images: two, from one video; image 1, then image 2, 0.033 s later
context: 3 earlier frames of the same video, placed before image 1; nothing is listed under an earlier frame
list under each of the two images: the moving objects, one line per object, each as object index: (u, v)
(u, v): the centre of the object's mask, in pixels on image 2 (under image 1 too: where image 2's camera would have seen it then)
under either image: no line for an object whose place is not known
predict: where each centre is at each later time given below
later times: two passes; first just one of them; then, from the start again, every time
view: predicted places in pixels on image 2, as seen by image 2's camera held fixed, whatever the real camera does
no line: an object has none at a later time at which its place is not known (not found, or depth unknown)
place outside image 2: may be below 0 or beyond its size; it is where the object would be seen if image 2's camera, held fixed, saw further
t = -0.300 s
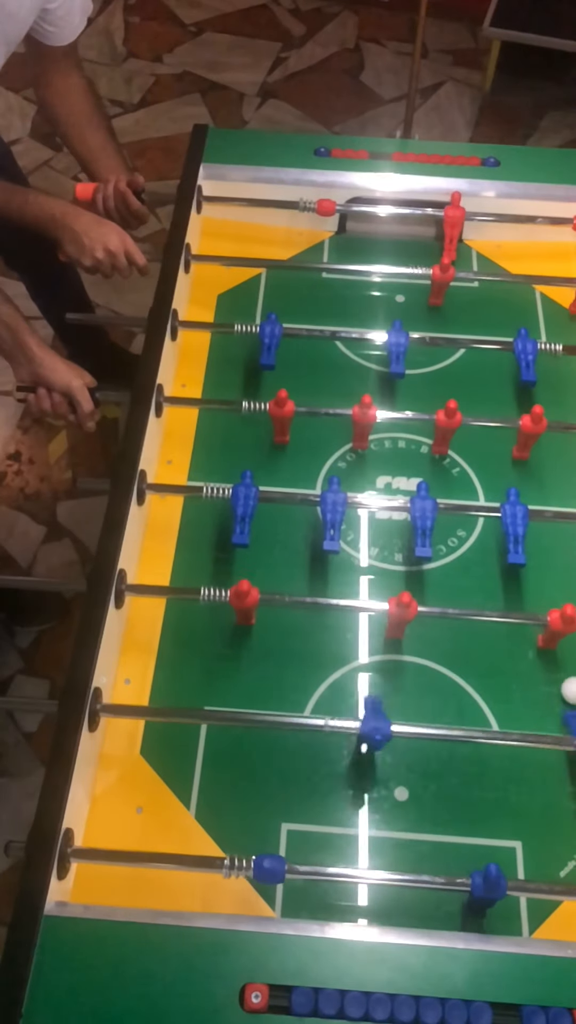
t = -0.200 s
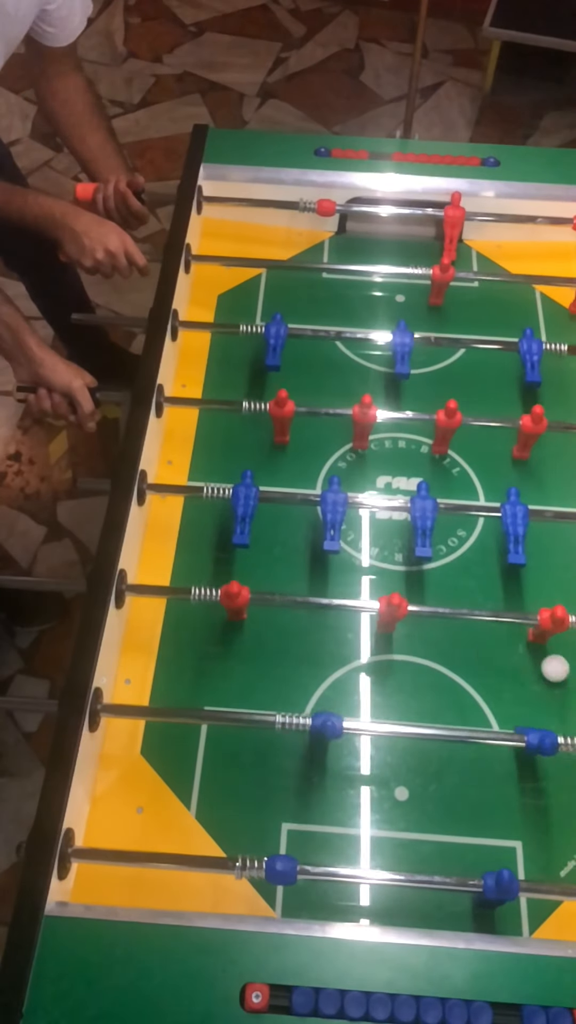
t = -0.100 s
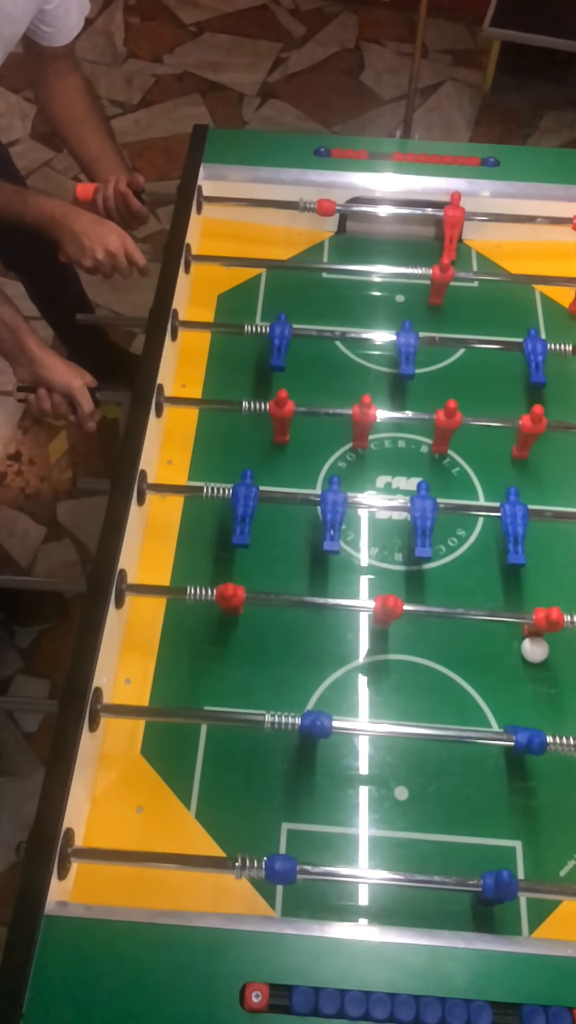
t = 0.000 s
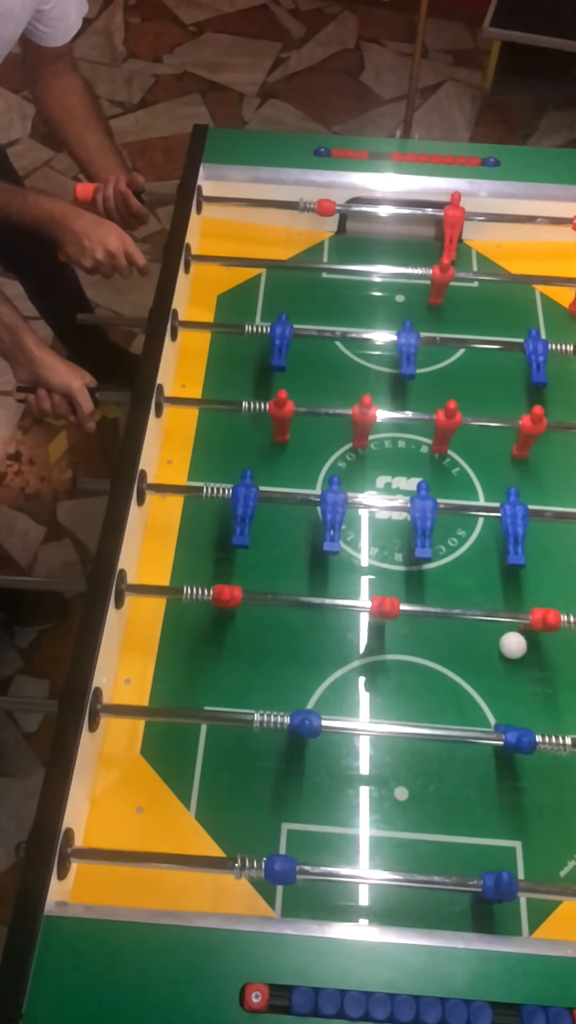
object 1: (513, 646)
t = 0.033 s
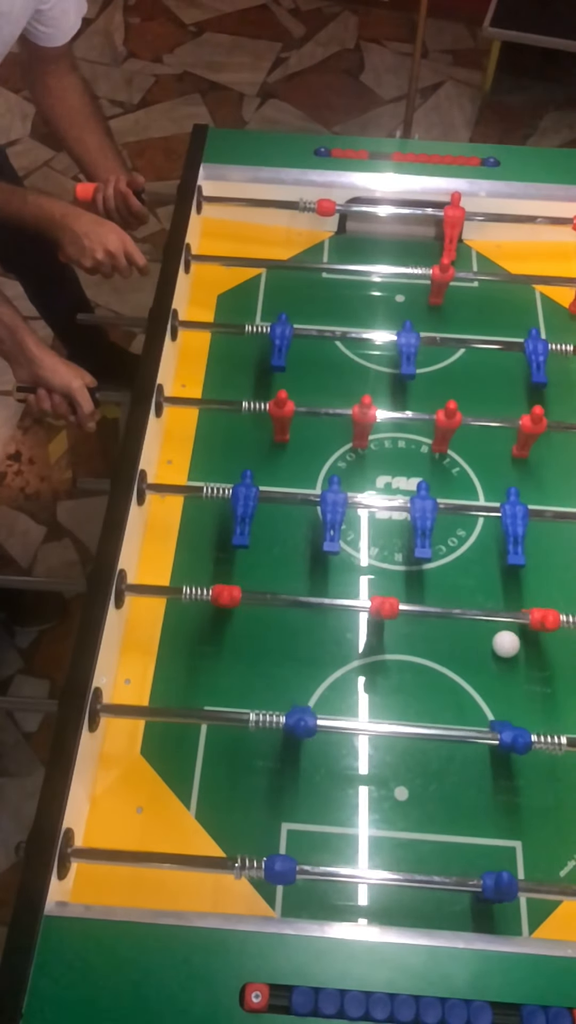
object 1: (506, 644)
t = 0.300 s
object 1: (452, 637)
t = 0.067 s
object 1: (499, 643)
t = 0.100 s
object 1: (492, 642)
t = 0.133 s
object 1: (485, 641)
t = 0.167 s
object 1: (478, 641)
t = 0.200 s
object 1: (472, 640)
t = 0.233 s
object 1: (465, 639)
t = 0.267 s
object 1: (458, 638)
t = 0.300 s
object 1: (452, 637)
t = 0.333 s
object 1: (446, 637)
